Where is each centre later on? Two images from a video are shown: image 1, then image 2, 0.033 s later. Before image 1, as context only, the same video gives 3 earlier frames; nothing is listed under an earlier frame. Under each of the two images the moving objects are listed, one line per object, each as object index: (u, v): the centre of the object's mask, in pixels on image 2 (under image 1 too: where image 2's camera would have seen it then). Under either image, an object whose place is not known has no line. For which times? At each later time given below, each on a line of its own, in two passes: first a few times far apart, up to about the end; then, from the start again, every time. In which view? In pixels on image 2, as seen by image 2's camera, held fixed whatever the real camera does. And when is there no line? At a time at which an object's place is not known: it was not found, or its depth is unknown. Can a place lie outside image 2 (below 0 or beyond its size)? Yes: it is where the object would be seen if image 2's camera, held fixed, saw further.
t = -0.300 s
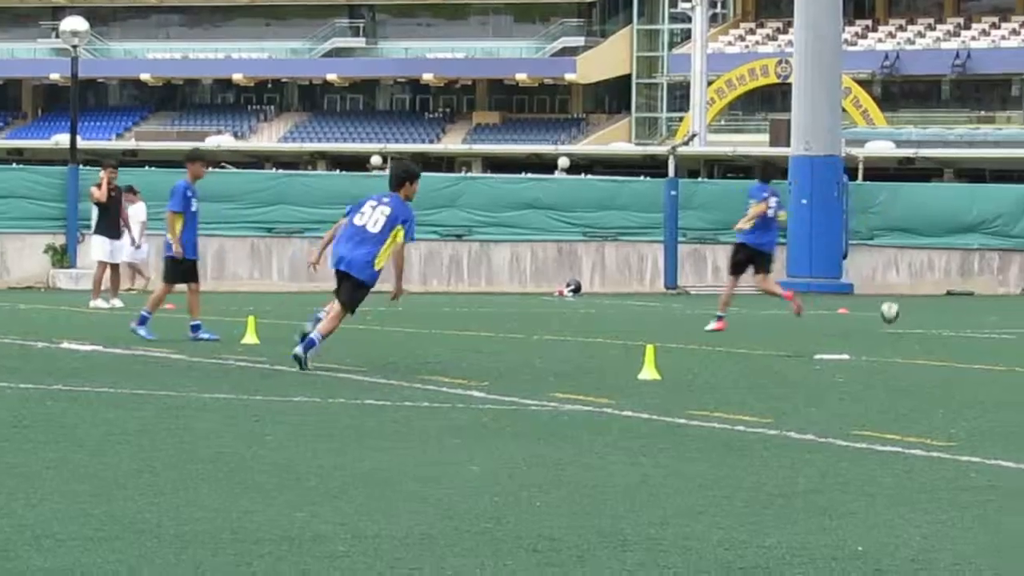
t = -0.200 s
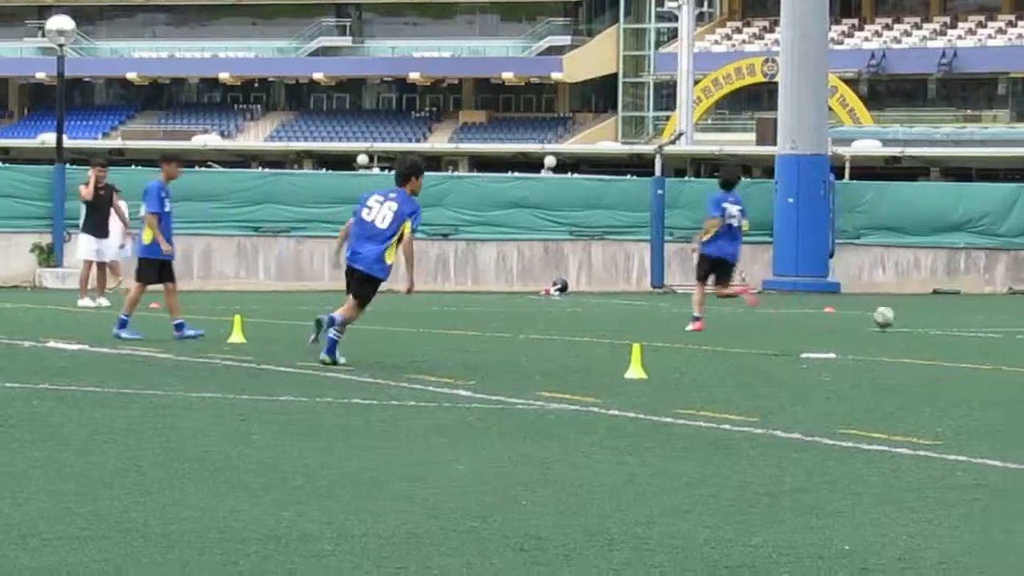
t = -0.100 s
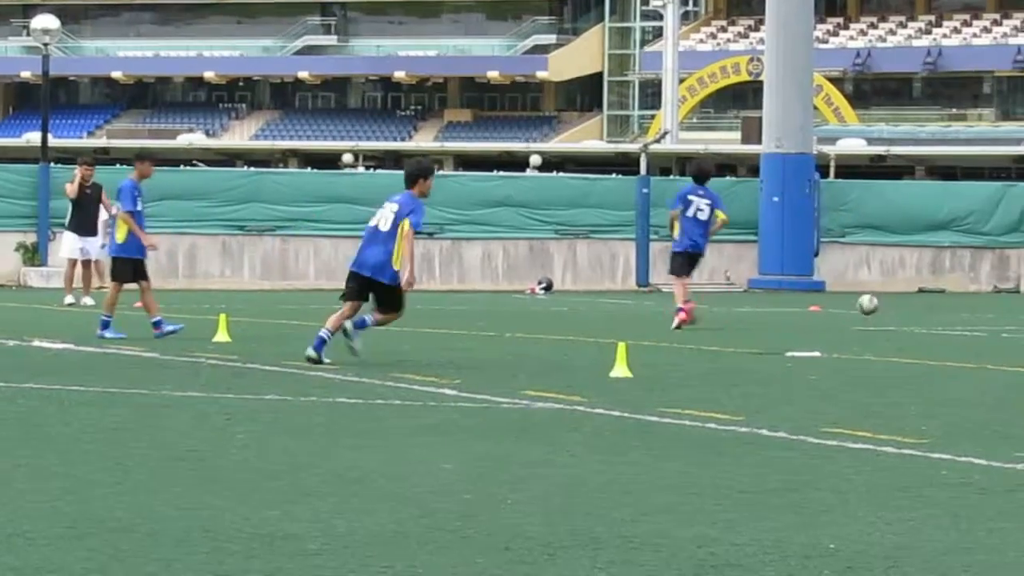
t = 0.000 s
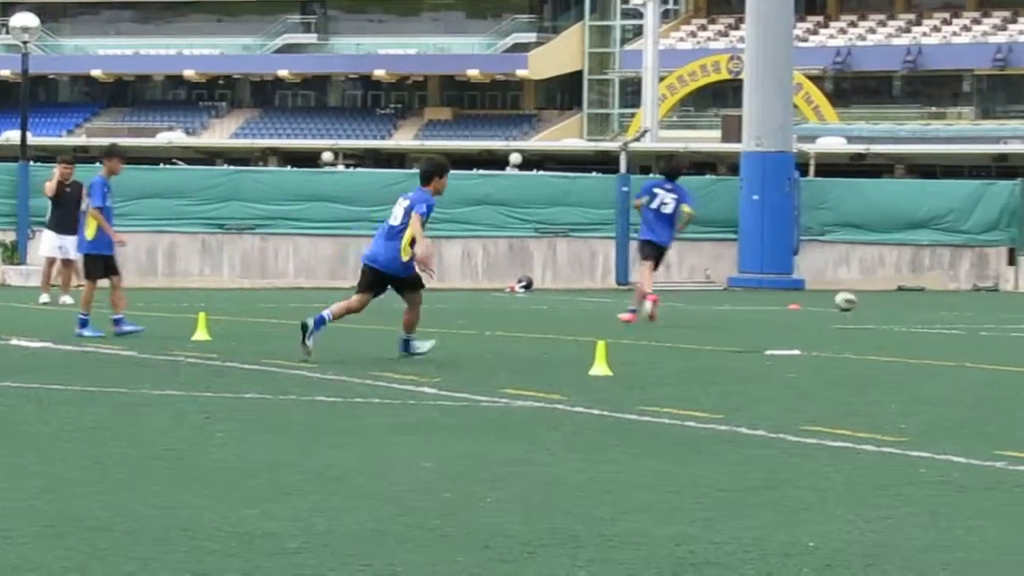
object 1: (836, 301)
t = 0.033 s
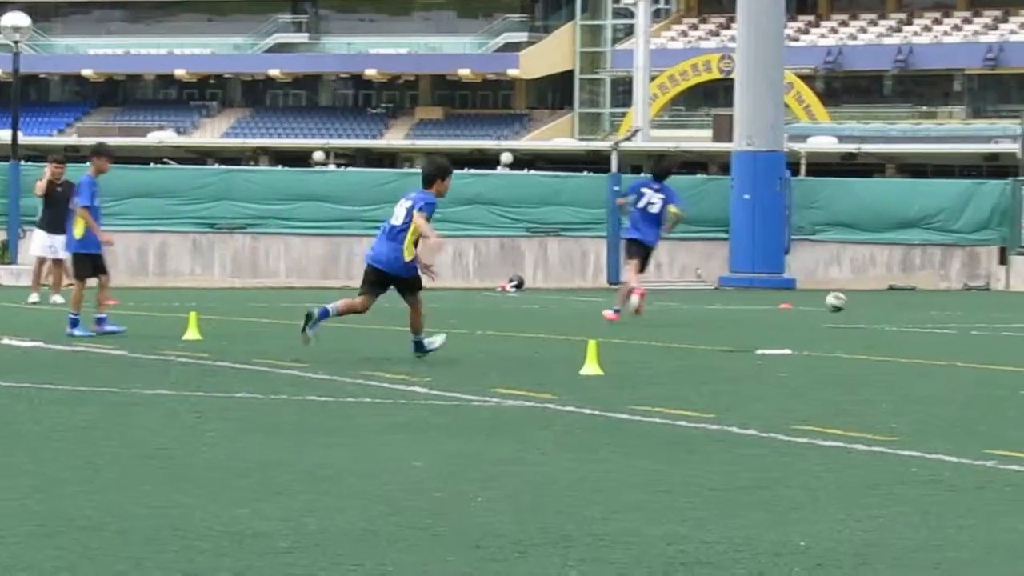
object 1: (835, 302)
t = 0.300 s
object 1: (830, 306)
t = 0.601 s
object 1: (823, 309)
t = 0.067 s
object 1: (835, 304)
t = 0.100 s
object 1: (834, 308)
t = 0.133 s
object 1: (834, 313)
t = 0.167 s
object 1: (833, 317)
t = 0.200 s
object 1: (832, 313)
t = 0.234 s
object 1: (832, 310)
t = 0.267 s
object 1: (831, 307)
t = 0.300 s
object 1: (830, 306)
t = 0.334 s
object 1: (830, 306)
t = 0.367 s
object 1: (829, 306)
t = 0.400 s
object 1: (828, 308)
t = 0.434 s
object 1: (827, 311)
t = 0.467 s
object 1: (826, 315)
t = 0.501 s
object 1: (825, 314)
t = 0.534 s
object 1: (824, 311)
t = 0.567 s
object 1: (824, 309)
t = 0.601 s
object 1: (823, 309)
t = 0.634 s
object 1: (821, 309)
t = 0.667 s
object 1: (820, 310)
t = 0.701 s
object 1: (819, 312)
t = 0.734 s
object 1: (818, 314)
